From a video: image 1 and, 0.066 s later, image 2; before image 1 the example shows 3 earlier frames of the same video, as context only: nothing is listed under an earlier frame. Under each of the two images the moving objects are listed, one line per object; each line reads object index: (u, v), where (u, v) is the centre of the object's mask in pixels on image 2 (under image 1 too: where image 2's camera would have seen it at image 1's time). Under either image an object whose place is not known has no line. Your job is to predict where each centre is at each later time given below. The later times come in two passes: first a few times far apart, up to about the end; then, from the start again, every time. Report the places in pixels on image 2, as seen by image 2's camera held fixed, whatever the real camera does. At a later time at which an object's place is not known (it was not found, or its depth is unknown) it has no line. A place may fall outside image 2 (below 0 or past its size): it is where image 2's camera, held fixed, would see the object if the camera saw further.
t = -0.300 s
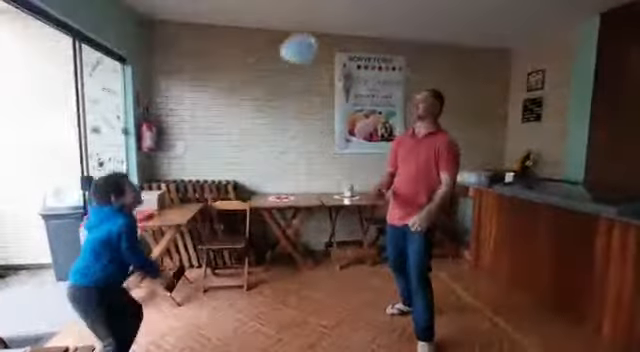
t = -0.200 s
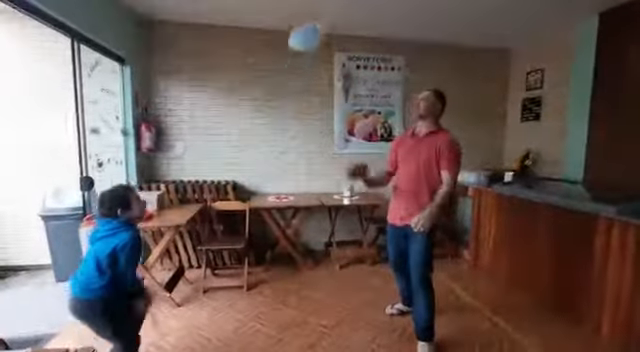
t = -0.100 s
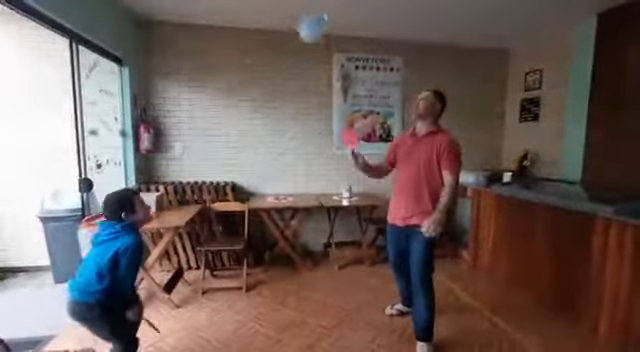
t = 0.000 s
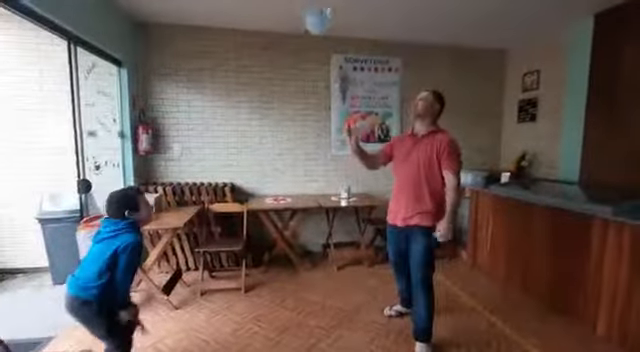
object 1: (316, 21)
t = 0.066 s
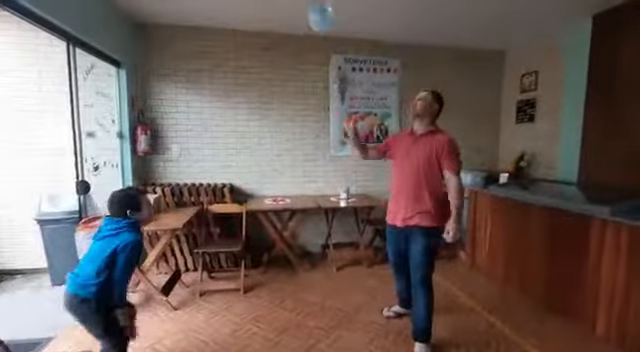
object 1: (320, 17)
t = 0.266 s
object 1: (330, 10)
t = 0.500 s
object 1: (335, 11)
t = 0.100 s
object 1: (322, 15)
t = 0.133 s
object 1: (324, 14)
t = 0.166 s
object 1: (326, 13)
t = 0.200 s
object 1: (327, 11)
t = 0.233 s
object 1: (329, 10)
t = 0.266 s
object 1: (330, 10)
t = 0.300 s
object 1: (331, 10)
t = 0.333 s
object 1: (333, 10)
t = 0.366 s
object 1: (334, 10)
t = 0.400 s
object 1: (334, 10)
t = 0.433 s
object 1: (335, 11)
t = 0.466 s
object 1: (335, 11)
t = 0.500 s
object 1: (335, 11)
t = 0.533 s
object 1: (336, 11)
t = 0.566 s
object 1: (338, 13)
